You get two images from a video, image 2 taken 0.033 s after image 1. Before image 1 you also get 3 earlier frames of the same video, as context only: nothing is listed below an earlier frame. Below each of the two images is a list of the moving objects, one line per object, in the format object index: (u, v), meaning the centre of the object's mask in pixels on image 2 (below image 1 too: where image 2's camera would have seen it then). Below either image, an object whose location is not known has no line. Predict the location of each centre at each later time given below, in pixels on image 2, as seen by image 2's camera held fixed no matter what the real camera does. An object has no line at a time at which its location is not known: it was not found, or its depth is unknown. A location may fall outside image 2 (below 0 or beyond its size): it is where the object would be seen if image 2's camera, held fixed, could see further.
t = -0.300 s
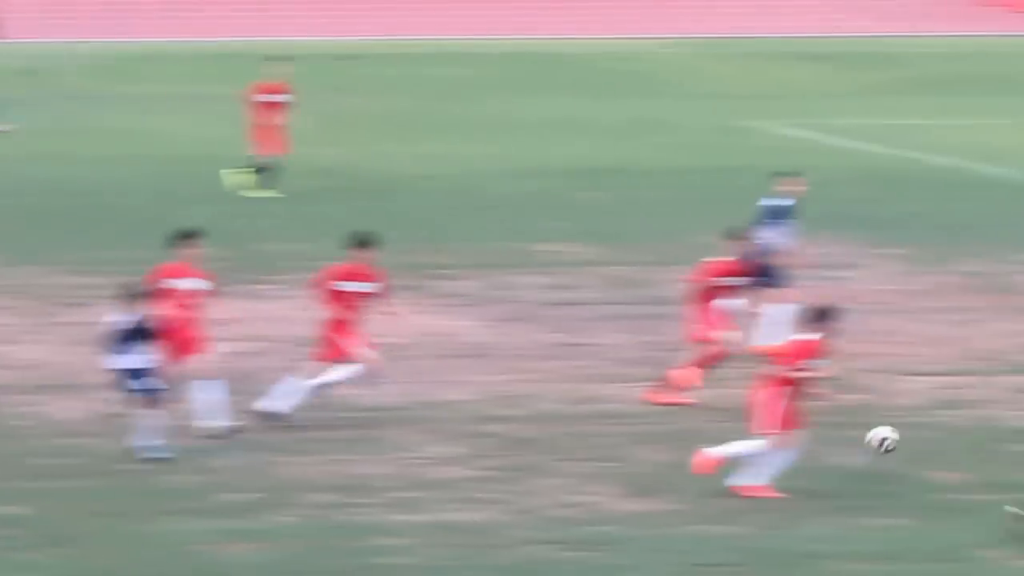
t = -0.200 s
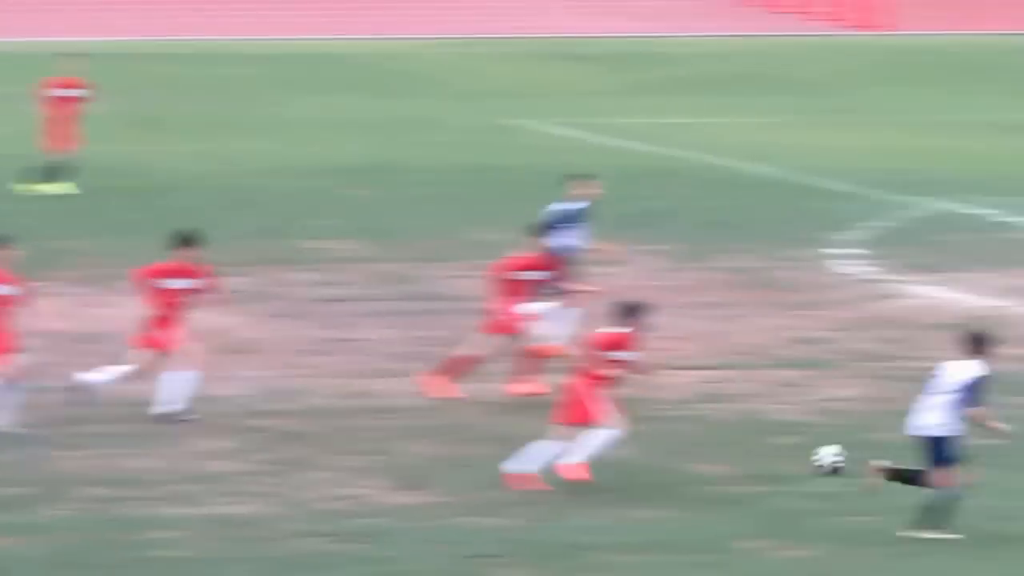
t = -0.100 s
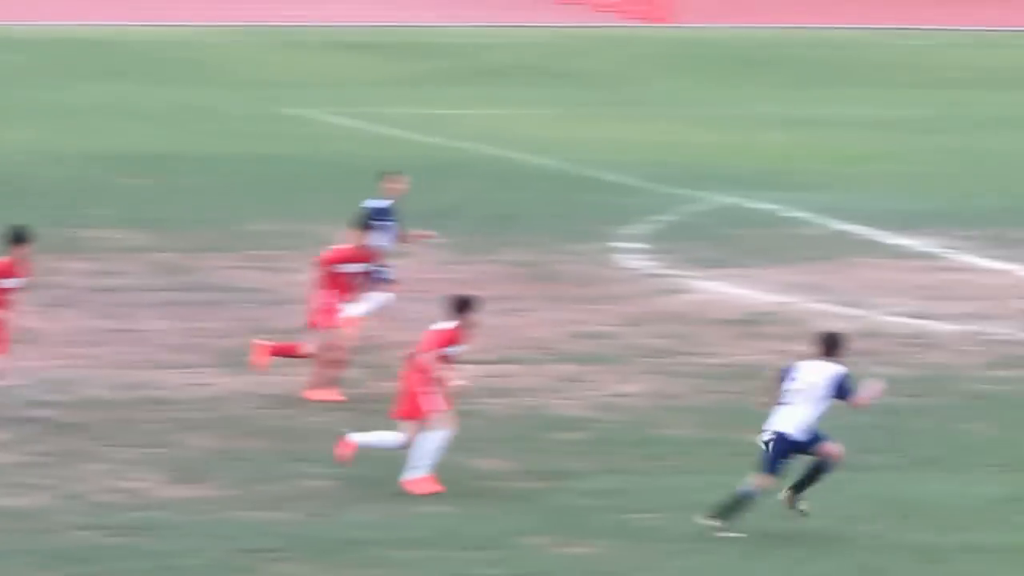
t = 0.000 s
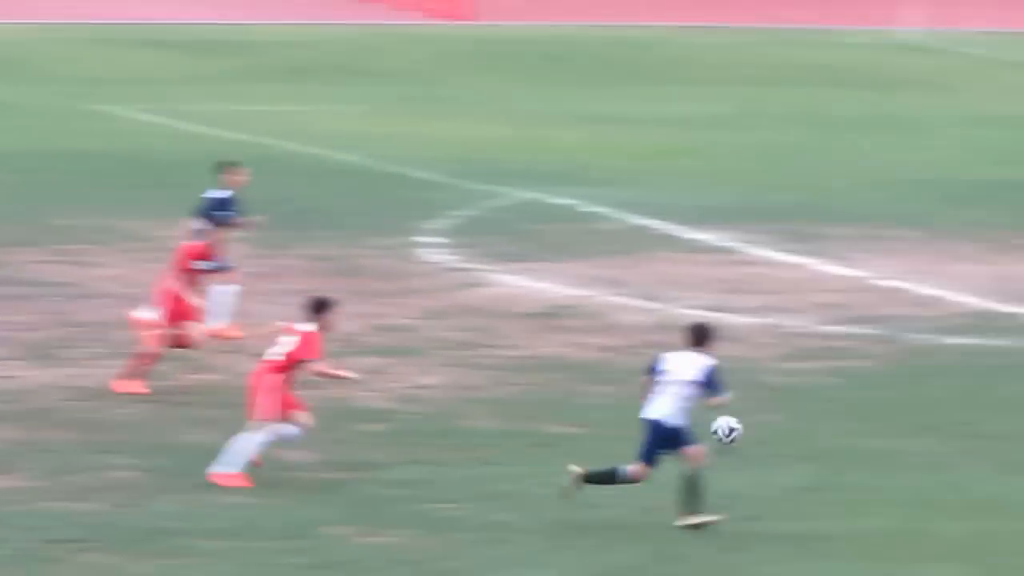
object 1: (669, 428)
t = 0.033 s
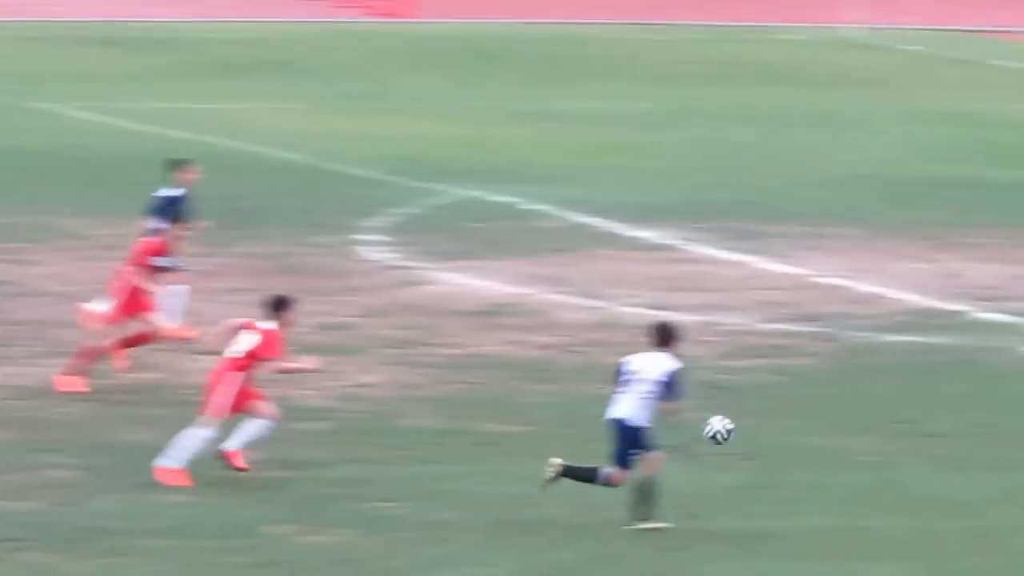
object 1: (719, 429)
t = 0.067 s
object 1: (769, 432)
